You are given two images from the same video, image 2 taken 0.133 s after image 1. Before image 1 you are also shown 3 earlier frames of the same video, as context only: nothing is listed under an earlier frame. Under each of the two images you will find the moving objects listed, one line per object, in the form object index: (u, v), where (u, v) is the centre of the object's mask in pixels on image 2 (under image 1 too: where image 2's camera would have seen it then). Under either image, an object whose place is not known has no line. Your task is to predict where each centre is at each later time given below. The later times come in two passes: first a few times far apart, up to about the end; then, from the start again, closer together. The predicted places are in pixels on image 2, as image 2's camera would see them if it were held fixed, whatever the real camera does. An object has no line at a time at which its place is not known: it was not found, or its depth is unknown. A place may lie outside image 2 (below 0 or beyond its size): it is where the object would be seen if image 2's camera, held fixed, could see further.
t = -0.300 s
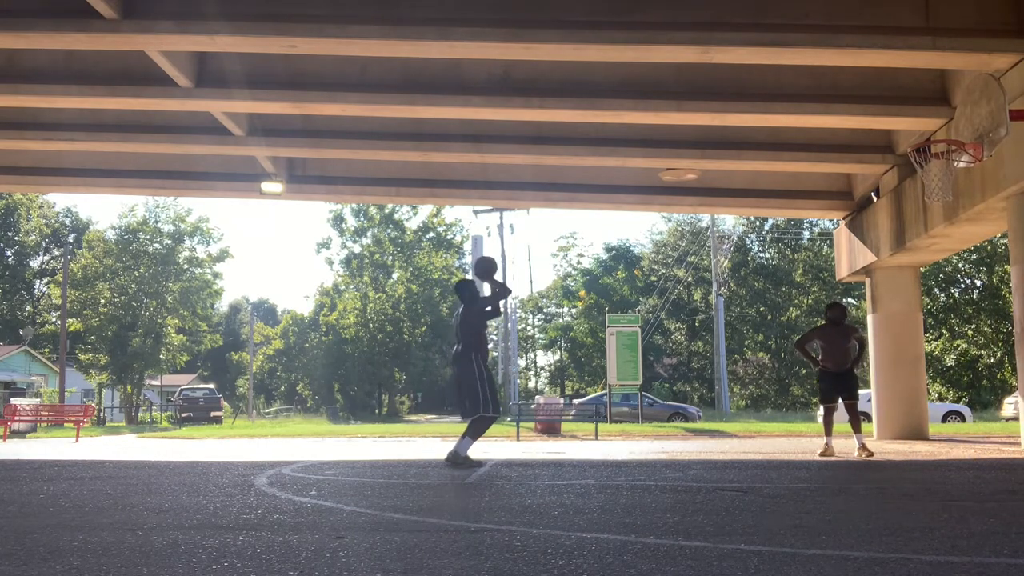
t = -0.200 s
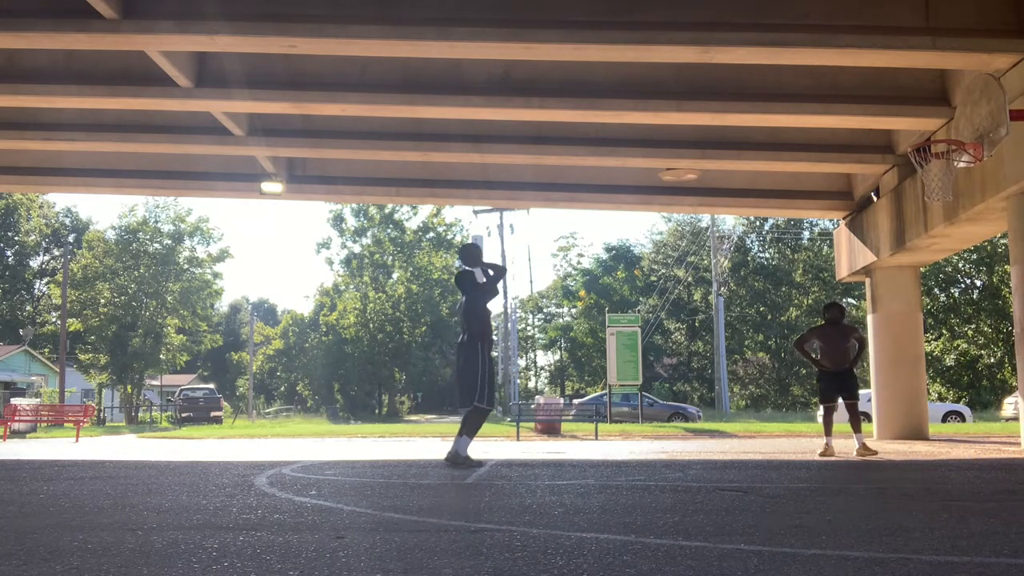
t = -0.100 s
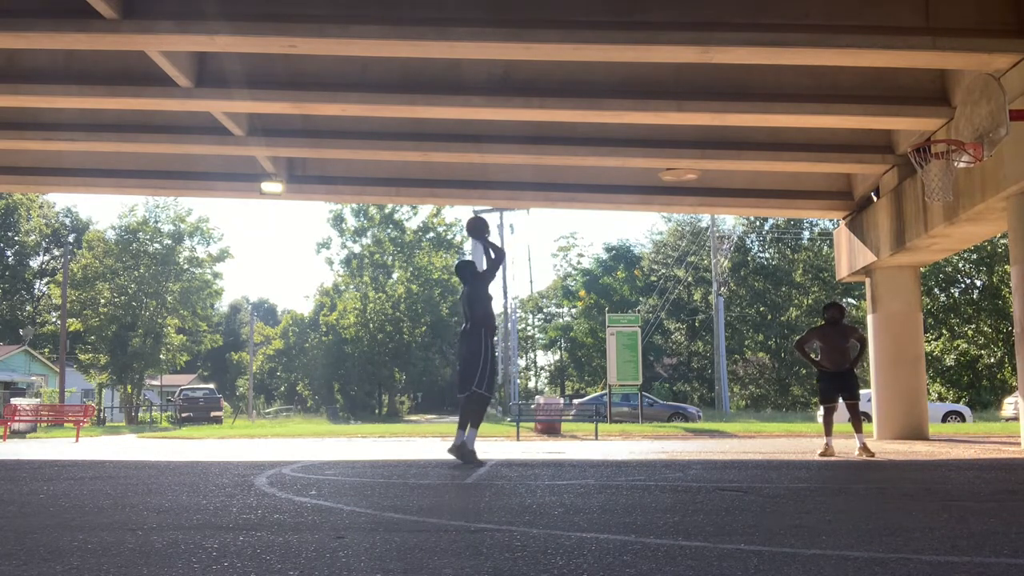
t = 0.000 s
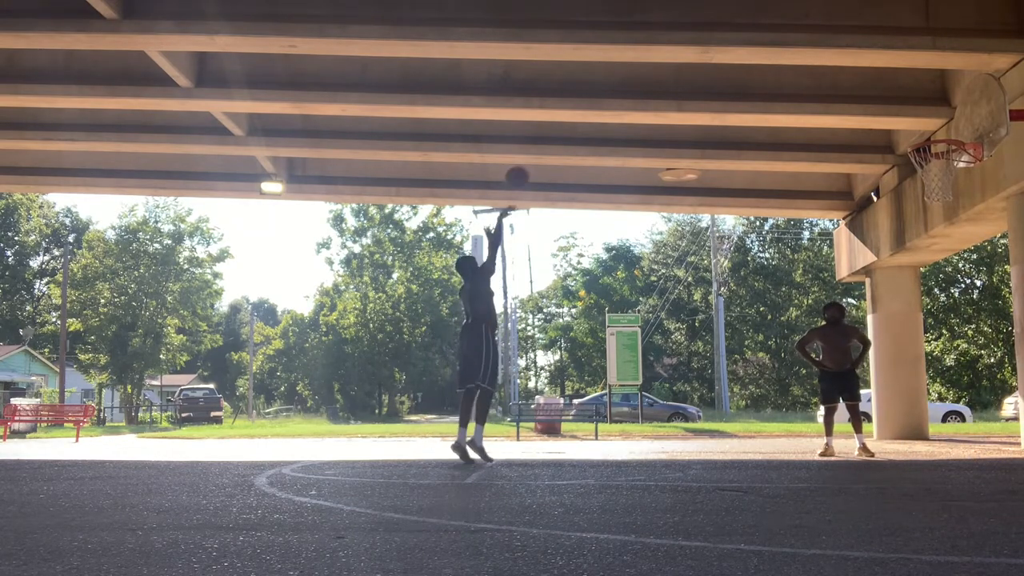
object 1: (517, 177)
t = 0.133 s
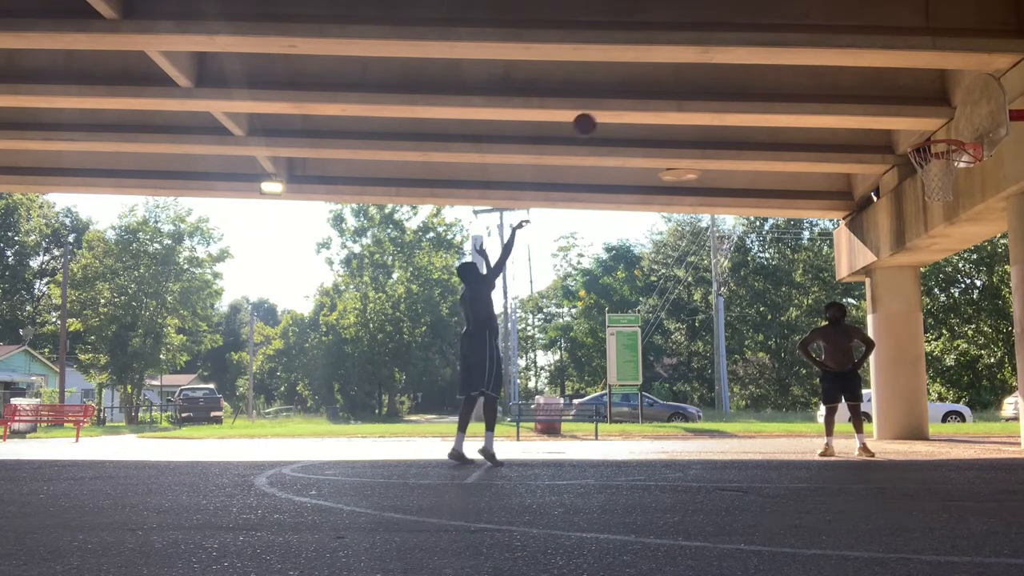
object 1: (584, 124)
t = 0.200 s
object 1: (618, 105)
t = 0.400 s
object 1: (721, 67)
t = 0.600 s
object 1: (826, 69)
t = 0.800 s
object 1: (935, 112)
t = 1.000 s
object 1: (939, 114)
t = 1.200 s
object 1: (896, 127)
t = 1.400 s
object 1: (856, 177)
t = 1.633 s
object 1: (812, 290)
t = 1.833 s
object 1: (777, 434)
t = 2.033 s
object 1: (759, 367)
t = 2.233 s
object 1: (744, 303)
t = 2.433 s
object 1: (733, 281)
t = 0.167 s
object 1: (601, 113)
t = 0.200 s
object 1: (618, 105)
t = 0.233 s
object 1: (635, 97)
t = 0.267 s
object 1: (653, 87)
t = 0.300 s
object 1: (670, 81)
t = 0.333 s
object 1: (687, 76)
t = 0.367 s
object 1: (704, 71)
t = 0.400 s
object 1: (721, 67)
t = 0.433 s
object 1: (738, 64)
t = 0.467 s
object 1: (756, 63)
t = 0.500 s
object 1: (773, 63)
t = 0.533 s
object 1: (791, 64)
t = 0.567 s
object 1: (808, 66)
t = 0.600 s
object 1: (826, 69)
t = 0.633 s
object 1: (844, 74)
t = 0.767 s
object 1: (916, 104)
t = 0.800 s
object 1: (935, 112)
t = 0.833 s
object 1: (954, 124)
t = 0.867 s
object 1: (968, 131)
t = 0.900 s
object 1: (959, 126)
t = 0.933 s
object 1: (952, 122)
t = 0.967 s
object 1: (944, 119)
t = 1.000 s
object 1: (939, 114)
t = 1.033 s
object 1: (930, 116)
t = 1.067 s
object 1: (923, 116)
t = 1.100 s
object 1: (916, 117)
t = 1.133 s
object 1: (910, 119)
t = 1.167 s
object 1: (903, 122)
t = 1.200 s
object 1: (896, 127)
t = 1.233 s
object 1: (890, 132)
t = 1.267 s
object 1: (883, 140)
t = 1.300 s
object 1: (877, 146)
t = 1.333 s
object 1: (869, 160)
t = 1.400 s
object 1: (856, 177)
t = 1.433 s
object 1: (849, 189)
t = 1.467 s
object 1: (843, 205)
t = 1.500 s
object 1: (837, 219)
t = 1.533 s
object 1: (830, 235)
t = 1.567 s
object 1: (823, 253)
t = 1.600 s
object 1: (818, 271)
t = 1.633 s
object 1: (812, 290)
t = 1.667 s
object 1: (806, 311)
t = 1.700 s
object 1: (800, 333)
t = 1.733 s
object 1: (795, 356)
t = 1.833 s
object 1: (777, 434)
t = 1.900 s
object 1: (769, 434)
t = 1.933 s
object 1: (767, 415)
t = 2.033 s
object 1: (759, 367)
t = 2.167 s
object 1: (750, 319)
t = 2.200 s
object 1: (747, 310)
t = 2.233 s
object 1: (744, 303)
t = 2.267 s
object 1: (742, 295)
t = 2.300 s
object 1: (741, 291)
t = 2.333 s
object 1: (738, 286)
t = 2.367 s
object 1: (736, 283)
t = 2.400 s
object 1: (734, 282)
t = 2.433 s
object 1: (733, 281)
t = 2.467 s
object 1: (730, 281)
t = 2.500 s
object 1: (729, 283)
